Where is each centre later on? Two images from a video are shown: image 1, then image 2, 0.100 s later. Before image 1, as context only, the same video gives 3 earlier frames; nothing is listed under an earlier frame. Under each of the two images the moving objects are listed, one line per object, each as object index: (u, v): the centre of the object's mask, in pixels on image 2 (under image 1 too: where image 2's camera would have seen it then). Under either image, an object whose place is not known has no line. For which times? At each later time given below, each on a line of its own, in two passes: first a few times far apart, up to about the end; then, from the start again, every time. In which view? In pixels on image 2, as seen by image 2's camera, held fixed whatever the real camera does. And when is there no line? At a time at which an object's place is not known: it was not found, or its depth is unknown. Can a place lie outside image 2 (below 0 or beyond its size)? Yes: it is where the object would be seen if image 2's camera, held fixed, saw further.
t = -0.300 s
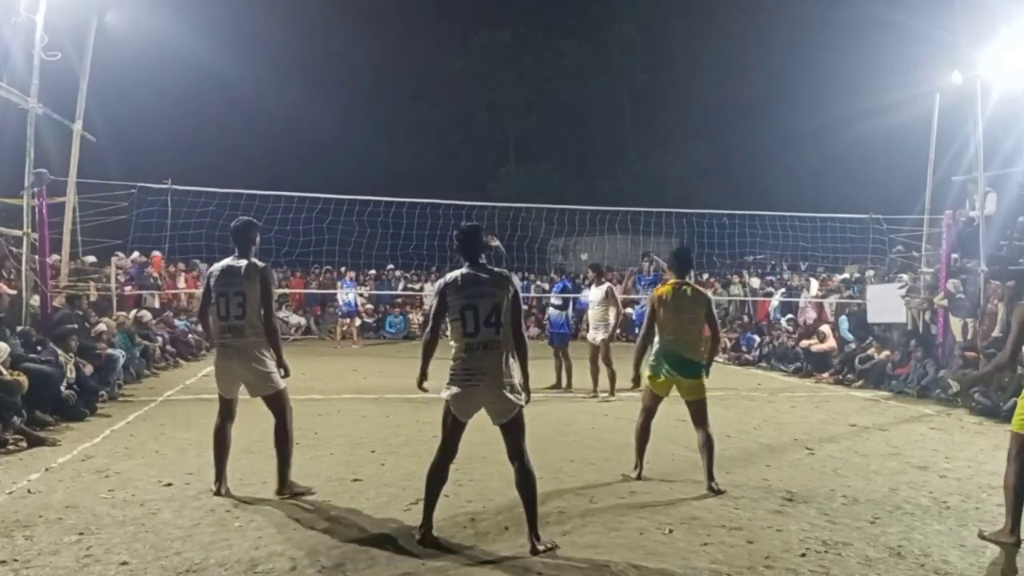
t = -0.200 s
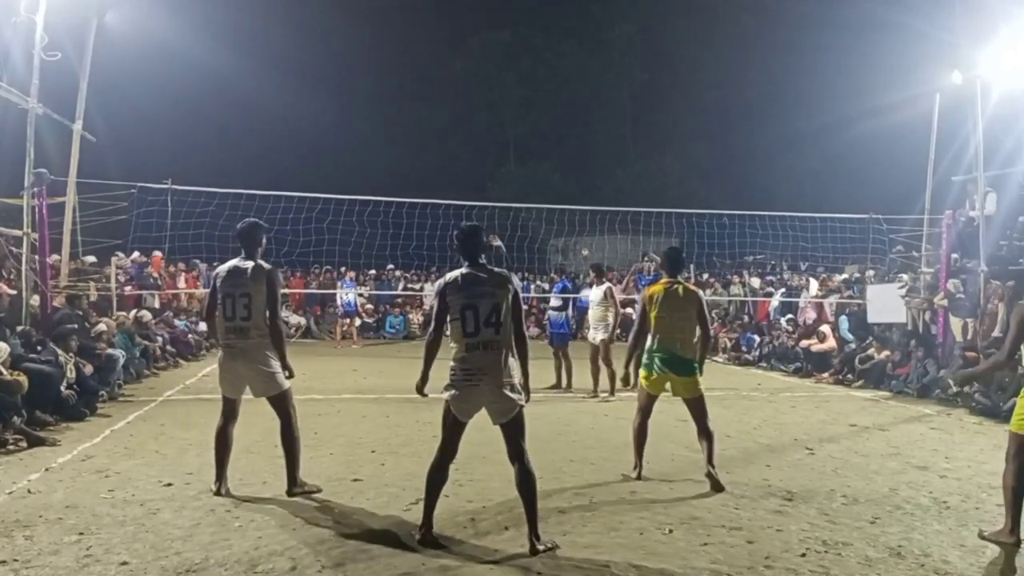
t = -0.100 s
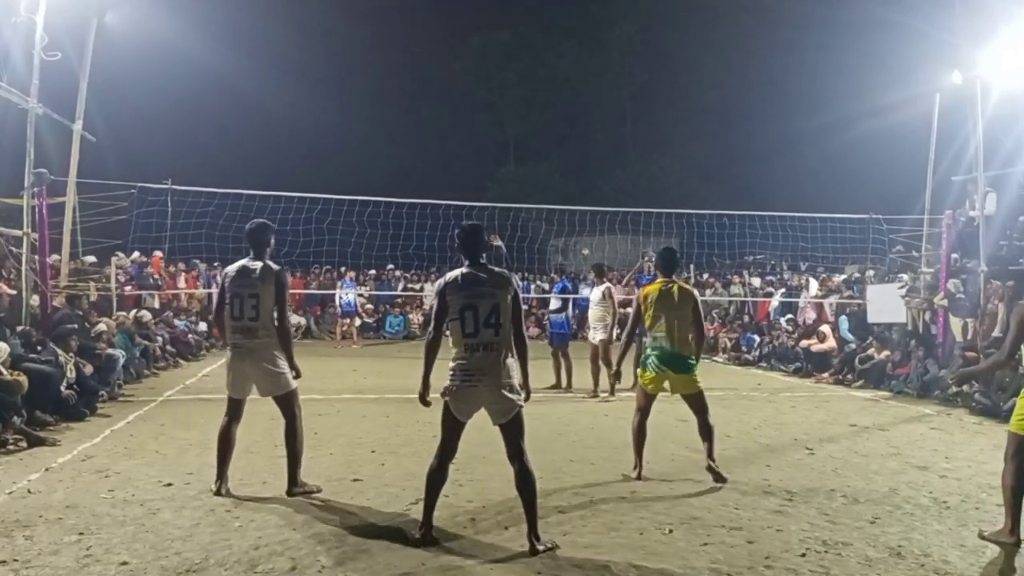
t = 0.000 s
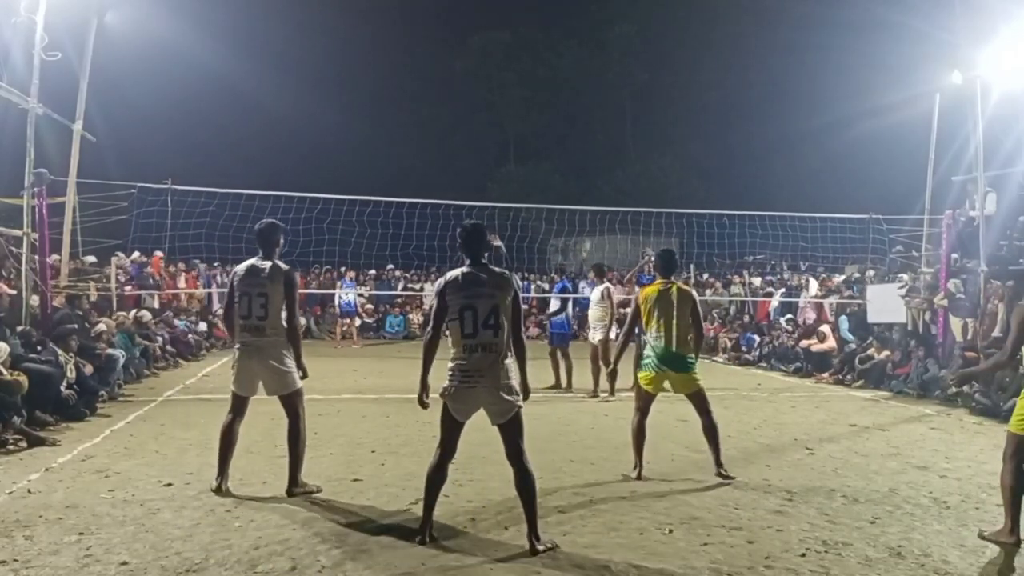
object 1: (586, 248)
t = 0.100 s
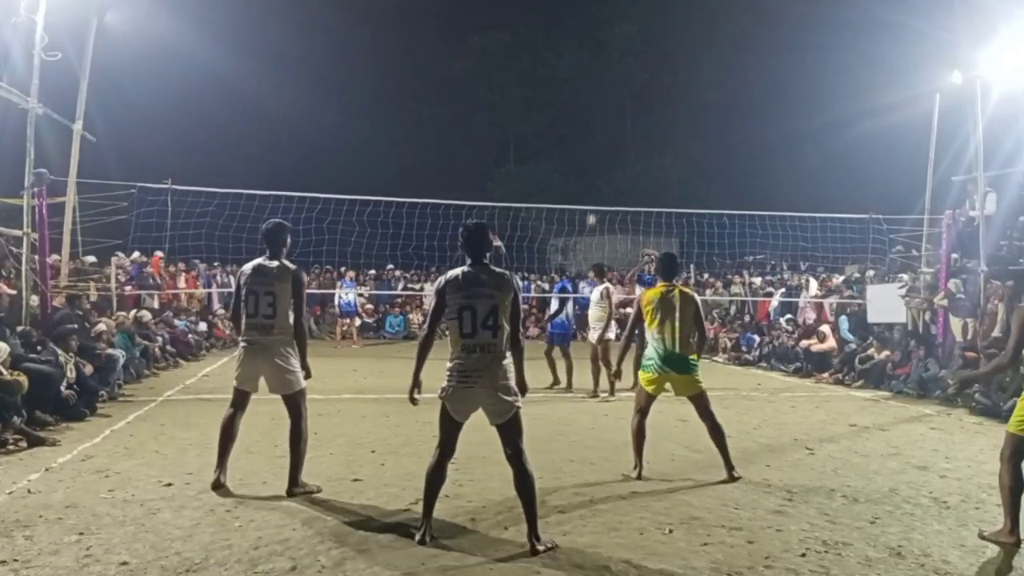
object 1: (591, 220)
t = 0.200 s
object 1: (594, 195)
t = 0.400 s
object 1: (601, 155)
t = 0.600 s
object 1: (613, 128)
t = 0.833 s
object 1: (637, 130)
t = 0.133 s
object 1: (592, 210)
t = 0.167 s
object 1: (593, 201)
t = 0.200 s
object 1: (594, 195)
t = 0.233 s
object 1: (595, 187)
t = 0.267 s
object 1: (596, 180)
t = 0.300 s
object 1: (597, 173)
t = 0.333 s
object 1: (598, 166)
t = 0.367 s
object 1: (600, 160)
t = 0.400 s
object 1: (601, 155)
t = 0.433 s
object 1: (602, 149)
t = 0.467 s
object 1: (605, 144)
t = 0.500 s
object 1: (606, 139)
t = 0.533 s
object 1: (608, 135)
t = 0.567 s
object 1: (611, 132)
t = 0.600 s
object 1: (613, 128)
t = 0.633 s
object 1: (616, 126)
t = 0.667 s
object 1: (619, 124)
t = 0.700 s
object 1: (622, 123)
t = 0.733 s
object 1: (625, 124)
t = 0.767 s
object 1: (629, 125)
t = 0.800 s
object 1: (633, 127)
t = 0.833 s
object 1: (637, 130)
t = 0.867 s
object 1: (642, 135)
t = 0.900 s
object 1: (648, 141)
